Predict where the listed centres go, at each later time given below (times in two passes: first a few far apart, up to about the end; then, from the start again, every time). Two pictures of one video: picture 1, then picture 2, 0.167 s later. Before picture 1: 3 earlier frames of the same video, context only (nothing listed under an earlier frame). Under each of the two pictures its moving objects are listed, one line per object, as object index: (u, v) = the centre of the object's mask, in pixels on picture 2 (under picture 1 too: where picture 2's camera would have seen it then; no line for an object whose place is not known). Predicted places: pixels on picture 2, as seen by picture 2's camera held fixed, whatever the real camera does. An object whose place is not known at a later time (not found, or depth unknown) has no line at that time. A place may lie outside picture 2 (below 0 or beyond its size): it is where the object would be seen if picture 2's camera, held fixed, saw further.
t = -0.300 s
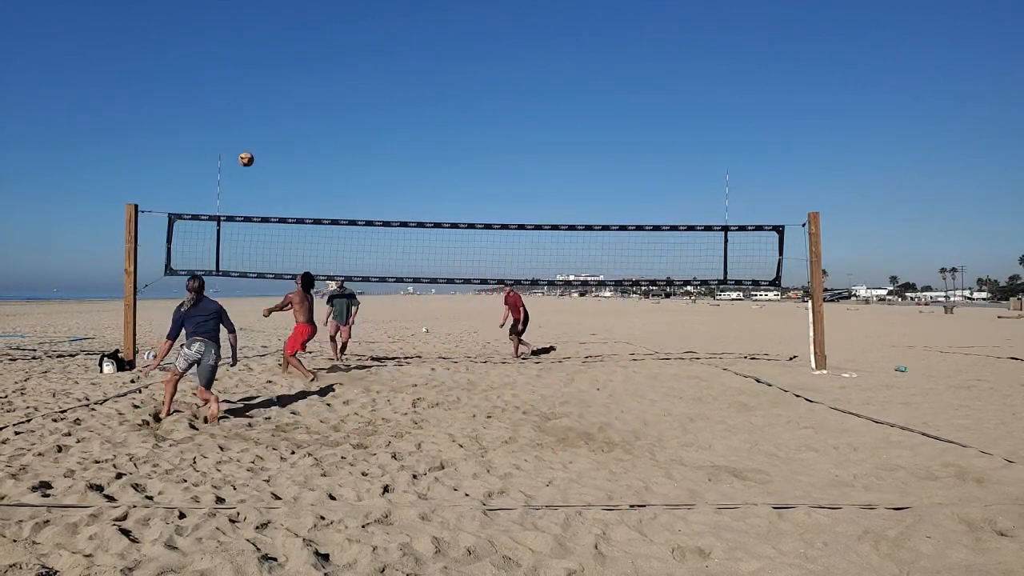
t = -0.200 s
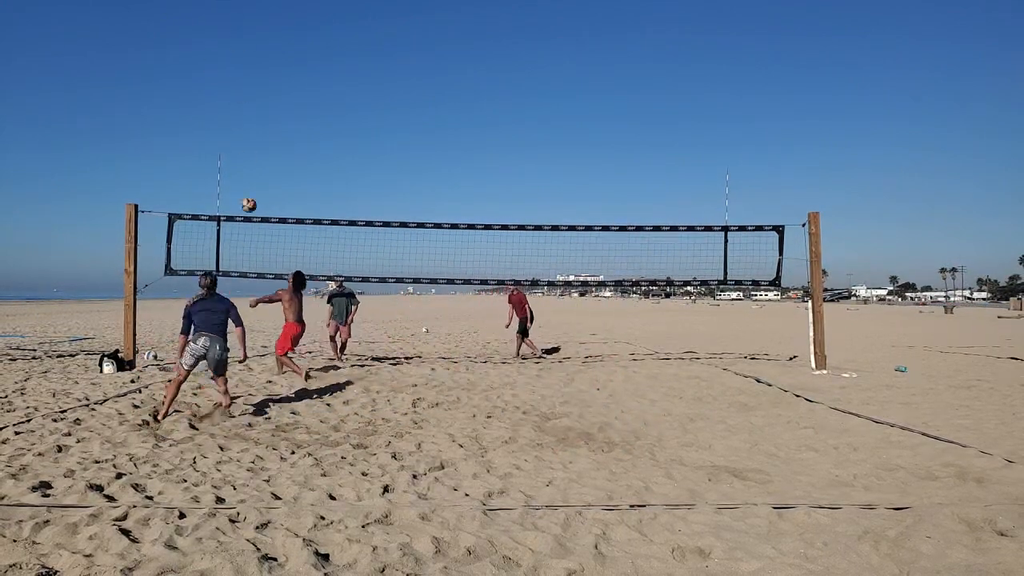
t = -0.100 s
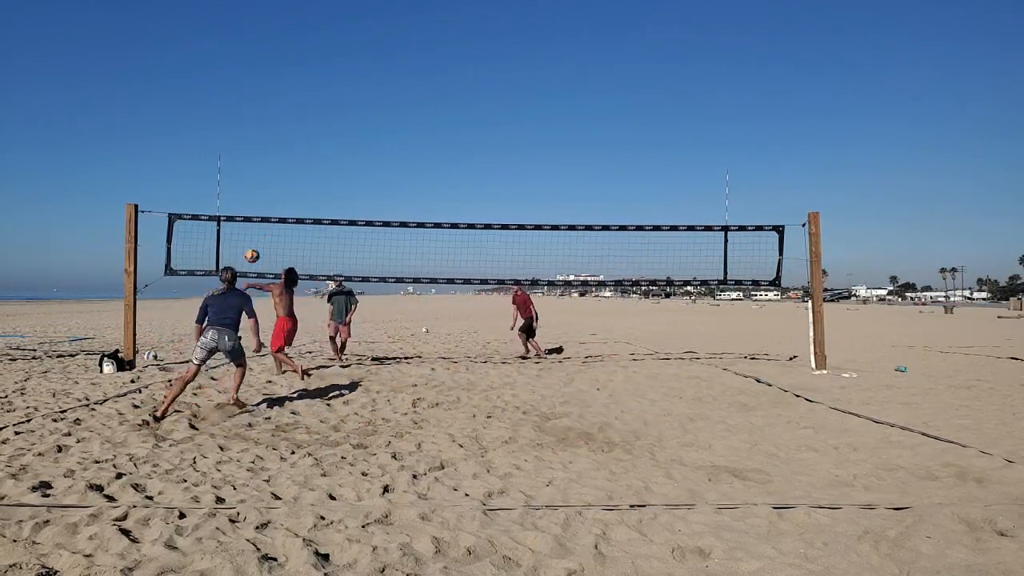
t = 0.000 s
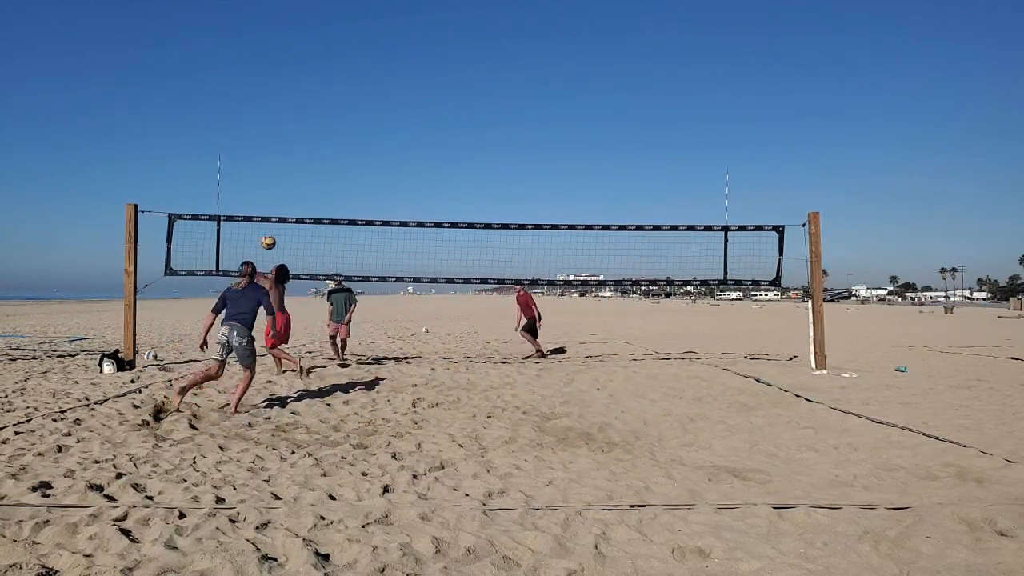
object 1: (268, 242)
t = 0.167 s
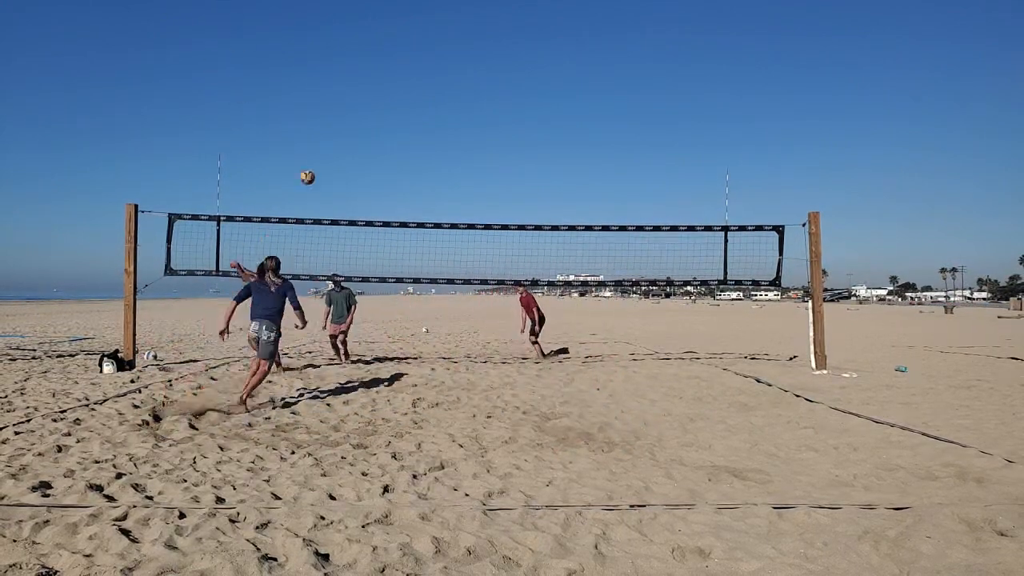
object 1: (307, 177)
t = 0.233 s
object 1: (322, 157)
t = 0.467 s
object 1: (375, 109)
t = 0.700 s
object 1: (426, 98)
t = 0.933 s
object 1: (475, 120)
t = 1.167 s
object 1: (521, 174)
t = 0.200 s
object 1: (315, 166)
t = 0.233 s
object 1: (322, 157)
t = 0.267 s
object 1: (330, 148)
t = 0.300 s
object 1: (338, 140)
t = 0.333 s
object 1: (345, 132)
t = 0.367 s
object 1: (352, 125)
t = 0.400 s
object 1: (360, 119)
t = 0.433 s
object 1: (367, 114)
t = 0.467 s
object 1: (375, 109)
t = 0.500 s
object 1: (382, 106)
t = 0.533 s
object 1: (390, 103)
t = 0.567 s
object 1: (397, 100)
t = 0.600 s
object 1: (404, 99)
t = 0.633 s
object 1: (411, 98)
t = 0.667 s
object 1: (418, 98)
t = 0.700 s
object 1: (426, 98)
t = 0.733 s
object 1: (433, 99)
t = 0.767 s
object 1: (441, 101)
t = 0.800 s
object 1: (447, 103)
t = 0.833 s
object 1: (454, 107)
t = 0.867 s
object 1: (461, 111)
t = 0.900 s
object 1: (467, 115)
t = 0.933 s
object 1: (475, 120)
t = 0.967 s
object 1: (481, 126)
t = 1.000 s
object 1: (488, 133)
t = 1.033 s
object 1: (495, 140)
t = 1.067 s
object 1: (502, 147)
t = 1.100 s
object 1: (508, 156)
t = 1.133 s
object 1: (514, 165)
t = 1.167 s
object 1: (521, 174)
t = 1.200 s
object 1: (527, 184)
